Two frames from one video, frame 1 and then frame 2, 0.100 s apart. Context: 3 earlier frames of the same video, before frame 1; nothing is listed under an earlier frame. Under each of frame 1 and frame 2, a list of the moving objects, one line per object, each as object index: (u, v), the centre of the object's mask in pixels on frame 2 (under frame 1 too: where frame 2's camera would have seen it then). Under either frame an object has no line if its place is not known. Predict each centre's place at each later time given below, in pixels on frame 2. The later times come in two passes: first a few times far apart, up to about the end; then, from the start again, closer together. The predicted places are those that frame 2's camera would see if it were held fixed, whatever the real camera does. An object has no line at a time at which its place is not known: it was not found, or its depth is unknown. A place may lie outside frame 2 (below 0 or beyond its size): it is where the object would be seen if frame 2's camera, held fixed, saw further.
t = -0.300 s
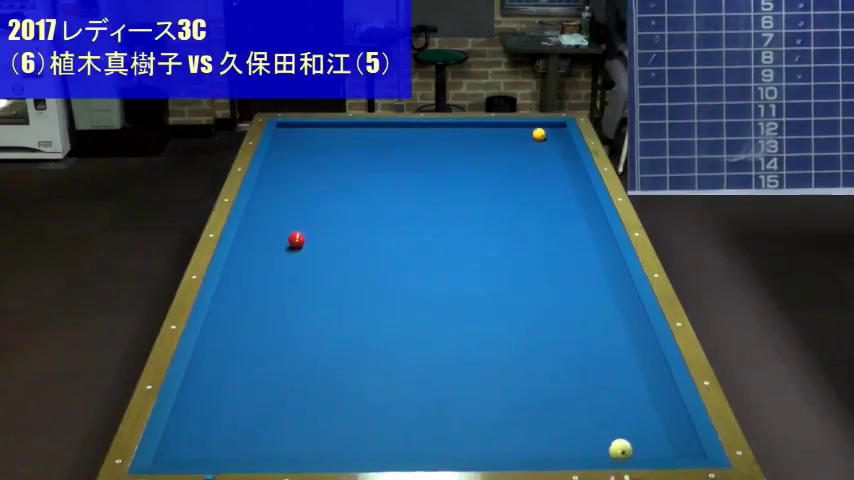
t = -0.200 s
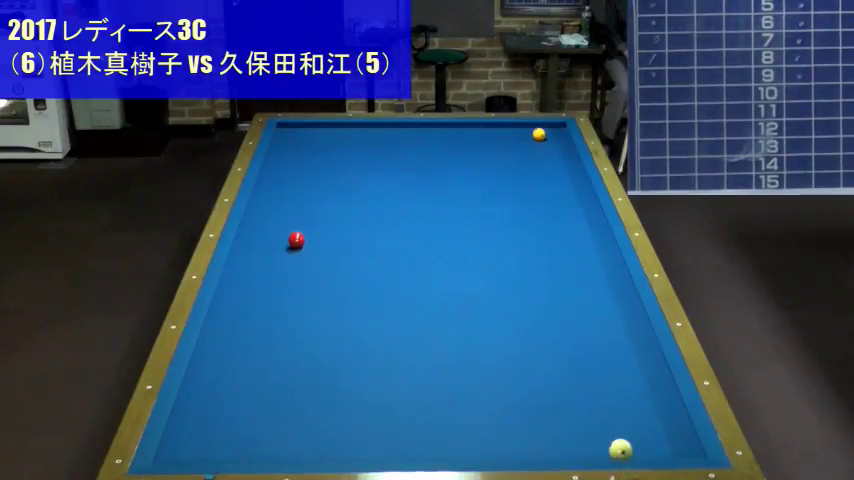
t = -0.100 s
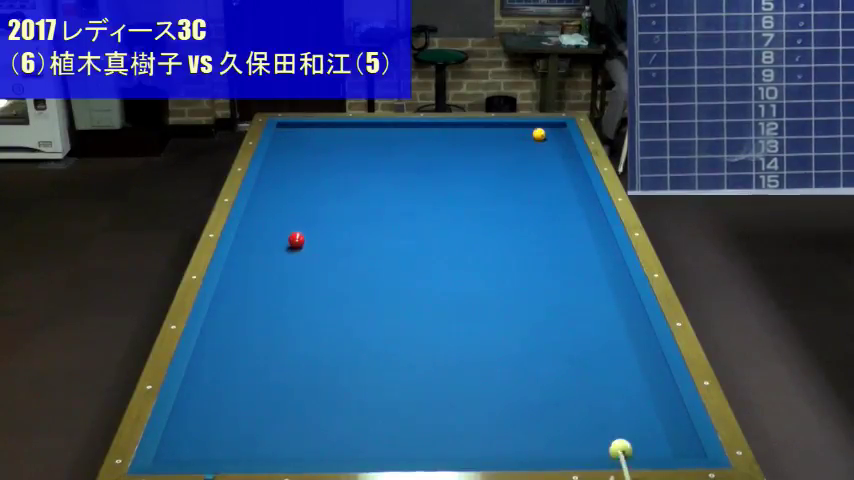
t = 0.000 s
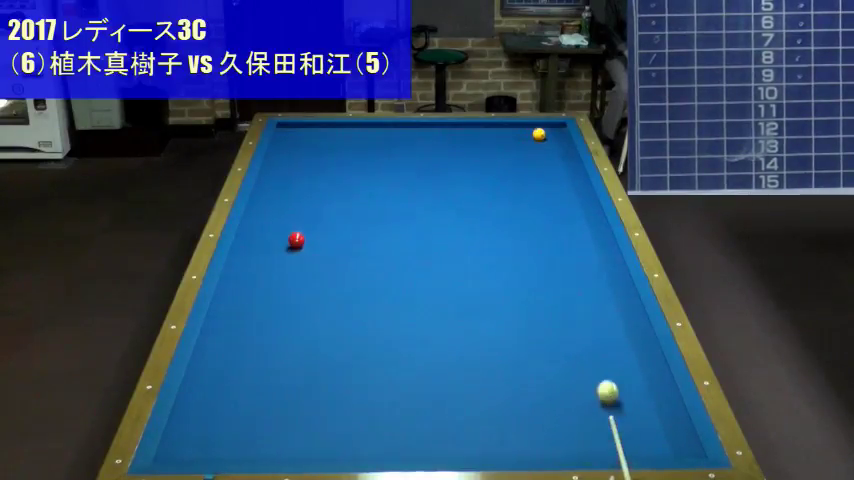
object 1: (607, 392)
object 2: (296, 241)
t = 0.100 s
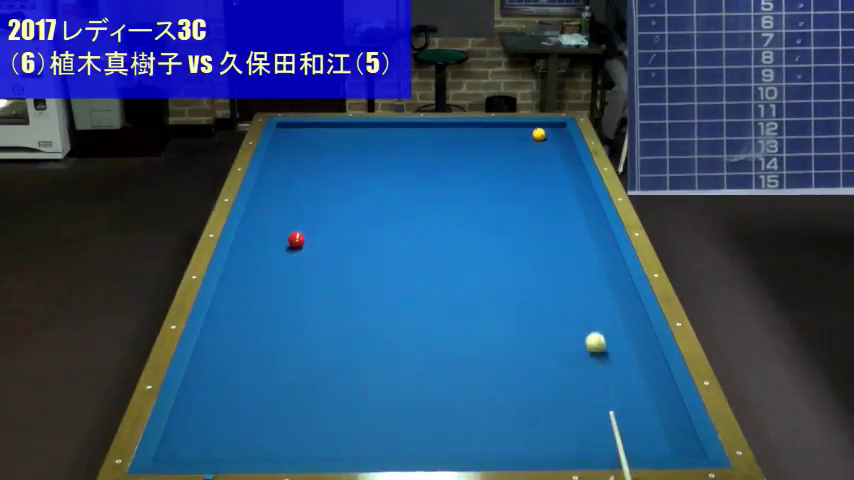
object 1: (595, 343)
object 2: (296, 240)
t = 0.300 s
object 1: (576, 264)
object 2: (296, 240)
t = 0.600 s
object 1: (556, 180)
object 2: (296, 240)
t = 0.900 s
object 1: (562, 134)
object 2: (296, 240)
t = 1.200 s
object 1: (522, 128)
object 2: (296, 240)
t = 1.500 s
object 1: (487, 138)
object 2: (296, 240)
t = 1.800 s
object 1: (451, 147)
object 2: (296, 240)
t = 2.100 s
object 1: (413, 158)
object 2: (296, 240)
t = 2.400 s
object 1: (375, 168)
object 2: (296, 240)
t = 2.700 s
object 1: (335, 179)
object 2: (296, 240)
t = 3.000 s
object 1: (294, 191)
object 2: (296, 240)
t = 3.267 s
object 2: (296, 240)
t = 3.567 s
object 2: (296, 240)
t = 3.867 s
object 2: (296, 241)
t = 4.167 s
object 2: (295, 241)
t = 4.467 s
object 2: (290, 244)
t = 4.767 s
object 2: (285, 246)
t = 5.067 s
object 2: (282, 249)
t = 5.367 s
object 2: (279, 250)
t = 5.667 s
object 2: (277, 252)
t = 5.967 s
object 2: (276, 253)
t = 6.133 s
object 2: (277, 252)
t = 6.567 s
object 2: (275, 253)
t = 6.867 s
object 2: (275, 253)
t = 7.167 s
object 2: (275, 253)
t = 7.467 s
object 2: (275, 253)
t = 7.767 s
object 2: (275, 253)
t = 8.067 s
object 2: (275, 253)
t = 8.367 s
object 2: (275, 254)
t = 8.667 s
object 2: (275, 254)
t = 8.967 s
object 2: (275, 254)
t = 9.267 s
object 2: (275, 254)
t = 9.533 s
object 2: (275, 253)
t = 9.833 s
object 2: (275, 253)
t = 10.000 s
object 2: (275, 254)
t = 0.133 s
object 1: (592, 328)
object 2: (296, 240)
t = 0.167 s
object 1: (588, 314)
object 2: (296, 240)
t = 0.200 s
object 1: (585, 300)
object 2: (296, 240)
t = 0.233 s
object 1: (582, 288)
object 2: (296, 240)
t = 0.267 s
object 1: (579, 276)
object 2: (296, 240)
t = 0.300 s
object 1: (576, 264)
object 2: (296, 240)
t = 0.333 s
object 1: (574, 253)
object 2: (296, 240)
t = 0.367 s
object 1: (571, 243)
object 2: (296, 240)
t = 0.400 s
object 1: (569, 233)
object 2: (296, 240)
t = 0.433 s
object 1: (566, 223)
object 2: (296, 240)
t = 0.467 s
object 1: (564, 214)
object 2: (296, 240)
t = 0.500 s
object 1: (562, 205)
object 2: (296, 240)
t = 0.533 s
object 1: (560, 196)
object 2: (296, 240)
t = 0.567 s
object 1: (558, 188)
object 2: (296, 240)
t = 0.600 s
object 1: (556, 180)
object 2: (296, 240)
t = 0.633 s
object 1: (553, 173)
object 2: (296, 240)
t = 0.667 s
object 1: (552, 165)
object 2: (296, 240)
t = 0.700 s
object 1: (550, 158)
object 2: (296, 240)
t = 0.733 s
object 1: (548, 151)
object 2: (296, 240)
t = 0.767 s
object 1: (547, 145)
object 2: (296, 240)
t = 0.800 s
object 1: (545, 138)
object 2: (296, 240)
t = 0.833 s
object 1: (551, 137)
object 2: (296, 240)
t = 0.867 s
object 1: (557, 136)
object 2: (296, 240)
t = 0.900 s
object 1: (562, 134)
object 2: (296, 240)
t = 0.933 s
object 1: (560, 133)
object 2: (296, 240)
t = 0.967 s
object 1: (554, 132)
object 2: (296, 240)
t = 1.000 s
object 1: (549, 130)
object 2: (296, 240)
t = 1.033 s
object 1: (544, 128)
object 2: (296, 240)
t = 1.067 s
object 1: (539, 127)
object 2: (296, 240)
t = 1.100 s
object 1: (534, 125)
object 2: (296, 240)
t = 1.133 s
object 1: (530, 124)
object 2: (296, 240)
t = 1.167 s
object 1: (526, 126)
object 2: (296, 240)
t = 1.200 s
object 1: (522, 128)
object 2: (296, 240)
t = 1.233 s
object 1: (518, 129)
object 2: (296, 240)
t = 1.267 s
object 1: (514, 130)
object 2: (296, 240)
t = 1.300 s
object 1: (510, 131)
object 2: (296, 240)
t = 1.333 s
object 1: (507, 132)
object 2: (296, 240)
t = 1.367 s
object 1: (503, 134)
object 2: (296, 240)
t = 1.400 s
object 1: (499, 135)
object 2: (296, 240)
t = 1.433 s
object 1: (495, 136)
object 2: (296, 240)
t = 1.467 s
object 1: (491, 137)
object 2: (296, 240)
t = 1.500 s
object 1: (487, 138)
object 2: (296, 240)
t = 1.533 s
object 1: (483, 139)
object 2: (296, 240)
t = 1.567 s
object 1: (479, 140)
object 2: (296, 240)
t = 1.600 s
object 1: (475, 141)
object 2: (296, 240)
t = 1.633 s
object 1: (471, 142)
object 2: (296, 240)
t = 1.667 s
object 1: (467, 143)
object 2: (296, 240)
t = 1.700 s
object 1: (463, 144)
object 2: (296, 240)
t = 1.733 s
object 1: (459, 145)
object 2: (296, 240)
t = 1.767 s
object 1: (455, 146)
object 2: (296, 240)
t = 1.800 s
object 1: (451, 147)
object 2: (296, 240)
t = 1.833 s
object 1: (447, 149)
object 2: (296, 240)
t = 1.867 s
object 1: (443, 150)
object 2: (296, 240)
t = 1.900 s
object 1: (439, 151)
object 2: (296, 240)
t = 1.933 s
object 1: (435, 152)
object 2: (296, 240)
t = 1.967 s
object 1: (430, 153)
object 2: (296, 240)
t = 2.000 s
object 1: (426, 154)
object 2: (296, 240)
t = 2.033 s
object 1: (422, 156)
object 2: (296, 240)
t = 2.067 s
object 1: (418, 157)
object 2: (296, 240)
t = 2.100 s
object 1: (413, 158)
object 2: (296, 240)
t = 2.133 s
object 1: (409, 159)
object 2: (296, 240)
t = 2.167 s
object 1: (405, 160)
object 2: (296, 240)
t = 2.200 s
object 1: (401, 161)
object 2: (296, 240)
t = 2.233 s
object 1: (396, 163)
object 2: (296, 240)
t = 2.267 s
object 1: (392, 164)
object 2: (296, 240)
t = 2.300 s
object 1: (388, 165)
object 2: (296, 240)
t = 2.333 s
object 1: (384, 166)
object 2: (296, 240)
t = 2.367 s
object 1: (380, 167)
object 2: (296, 240)
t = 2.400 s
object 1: (375, 168)
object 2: (296, 240)
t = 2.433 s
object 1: (371, 169)
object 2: (296, 240)
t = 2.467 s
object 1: (366, 171)
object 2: (296, 240)
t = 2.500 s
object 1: (362, 172)
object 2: (296, 240)
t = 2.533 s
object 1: (357, 173)
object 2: (296, 240)
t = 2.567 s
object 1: (353, 174)
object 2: (296, 240)
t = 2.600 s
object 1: (348, 175)
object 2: (296, 240)
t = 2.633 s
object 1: (344, 177)
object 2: (296, 240)
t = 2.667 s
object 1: (339, 178)
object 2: (296, 240)
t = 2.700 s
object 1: (335, 179)
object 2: (296, 240)
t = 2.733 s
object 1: (330, 180)
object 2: (296, 240)
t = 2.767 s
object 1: (326, 182)
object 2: (296, 240)
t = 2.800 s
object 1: (321, 183)
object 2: (296, 240)
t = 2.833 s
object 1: (317, 184)
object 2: (296, 240)
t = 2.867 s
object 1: (312, 186)
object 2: (296, 240)
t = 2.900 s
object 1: (308, 187)
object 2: (296, 240)
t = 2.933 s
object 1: (303, 188)
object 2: (296, 240)
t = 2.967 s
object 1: (299, 190)
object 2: (296, 240)
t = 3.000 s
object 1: (294, 191)
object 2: (296, 240)
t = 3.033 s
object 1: (289, 192)
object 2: (296, 240)
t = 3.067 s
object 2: (296, 240)
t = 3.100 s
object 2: (296, 240)
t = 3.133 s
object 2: (296, 240)
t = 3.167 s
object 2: (296, 240)
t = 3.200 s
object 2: (296, 240)
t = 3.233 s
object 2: (296, 240)
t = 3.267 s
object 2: (296, 240)
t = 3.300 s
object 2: (296, 240)
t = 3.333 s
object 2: (296, 240)
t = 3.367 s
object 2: (296, 240)
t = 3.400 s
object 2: (296, 240)
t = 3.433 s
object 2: (296, 240)
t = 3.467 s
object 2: (296, 240)
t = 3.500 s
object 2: (296, 240)
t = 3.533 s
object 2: (296, 240)
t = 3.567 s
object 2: (296, 240)
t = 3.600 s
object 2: (296, 240)
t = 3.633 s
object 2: (296, 240)
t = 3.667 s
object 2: (296, 240)
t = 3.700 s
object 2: (296, 240)
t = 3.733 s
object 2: (296, 241)
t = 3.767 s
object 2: (296, 240)
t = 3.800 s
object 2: (296, 241)
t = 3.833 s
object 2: (296, 241)
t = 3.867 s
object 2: (296, 241)
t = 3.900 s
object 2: (296, 241)
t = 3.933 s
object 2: (296, 240)
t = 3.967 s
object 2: (296, 241)
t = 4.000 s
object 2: (296, 241)
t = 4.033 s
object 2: (296, 241)
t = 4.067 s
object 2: (296, 241)
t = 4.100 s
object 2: (296, 241)
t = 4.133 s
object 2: (296, 241)
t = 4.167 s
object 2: (295, 241)
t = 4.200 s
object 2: (295, 241)
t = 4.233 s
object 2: (294, 241)
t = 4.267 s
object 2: (293, 242)
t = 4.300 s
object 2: (293, 242)
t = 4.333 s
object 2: (292, 242)
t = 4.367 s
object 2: (292, 243)
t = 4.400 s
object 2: (291, 243)
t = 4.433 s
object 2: (291, 244)
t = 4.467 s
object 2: (290, 244)
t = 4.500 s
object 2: (290, 243)
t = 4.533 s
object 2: (290, 243)
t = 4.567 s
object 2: (289, 244)
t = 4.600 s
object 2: (289, 244)
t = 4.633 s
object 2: (288, 245)
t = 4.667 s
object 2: (286, 246)
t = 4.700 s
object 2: (287, 246)
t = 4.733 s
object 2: (286, 246)
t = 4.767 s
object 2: (285, 246)
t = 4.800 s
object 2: (285, 247)
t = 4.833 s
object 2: (285, 247)
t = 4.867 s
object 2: (284, 247)
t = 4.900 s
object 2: (284, 248)
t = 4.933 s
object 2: (284, 248)
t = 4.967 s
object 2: (283, 248)
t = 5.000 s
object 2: (283, 248)
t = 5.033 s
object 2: (282, 248)
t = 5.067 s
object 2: (282, 249)
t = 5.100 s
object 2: (282, 249)
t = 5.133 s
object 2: (281, 248)
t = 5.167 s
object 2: (281, 249)
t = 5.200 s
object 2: (280, 249)
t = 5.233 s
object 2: (280, 250)
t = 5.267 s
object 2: (280, 250)
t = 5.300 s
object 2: (280, 250)
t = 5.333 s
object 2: (279, 250)
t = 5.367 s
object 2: (279, 250)
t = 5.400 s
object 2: (279, 251)
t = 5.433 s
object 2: (278, 251)
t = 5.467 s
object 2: (278, 251)
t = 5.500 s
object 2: (278, 251)
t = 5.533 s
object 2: (278, 251)
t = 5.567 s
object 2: (278, 251)
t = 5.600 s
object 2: (277, 251)
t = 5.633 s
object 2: (277, 251)
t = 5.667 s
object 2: (277, 252)
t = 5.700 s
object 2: (277, 252)
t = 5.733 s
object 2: (276, 252)
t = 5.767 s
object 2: (276, 252)
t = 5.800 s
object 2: (276, 252)
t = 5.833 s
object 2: (276, 252)
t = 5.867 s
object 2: (276, 252)
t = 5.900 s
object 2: (276, 253)
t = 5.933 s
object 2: (276, 252)
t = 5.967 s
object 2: (276, 253)
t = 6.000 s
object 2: (276, 253)
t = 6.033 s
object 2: (276, 253)
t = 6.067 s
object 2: (276, 253)
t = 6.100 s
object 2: (276, 253)
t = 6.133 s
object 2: (277, 252)
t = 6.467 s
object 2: (275, 253)
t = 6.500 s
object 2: (275, 253)
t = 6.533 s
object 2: (275, 253)
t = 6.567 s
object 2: (275, 253)
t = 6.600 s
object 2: (275, 253)
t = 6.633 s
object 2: (275, 253)
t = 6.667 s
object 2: (275, 253)
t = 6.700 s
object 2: (275, 253)
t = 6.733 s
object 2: (275, 253)
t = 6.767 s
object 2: (275, 253)
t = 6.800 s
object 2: (275, 253)
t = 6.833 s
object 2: (275, 253)
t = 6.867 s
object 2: (275, 253)
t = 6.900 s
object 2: (275, 253)
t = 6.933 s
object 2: (275, 253)
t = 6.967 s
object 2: (275, 253)
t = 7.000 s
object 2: (275, 253)
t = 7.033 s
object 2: (275, 253)
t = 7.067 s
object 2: (275, 253)
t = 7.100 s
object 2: (275, 253)
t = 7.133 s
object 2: (275, 253)
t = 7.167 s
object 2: (275, 253)
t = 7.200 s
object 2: (275, 253)
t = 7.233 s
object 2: (275, 253)
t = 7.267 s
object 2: (275, 253)
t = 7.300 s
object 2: (275, 253)
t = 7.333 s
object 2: (275, 253)
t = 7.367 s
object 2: (275, 253)
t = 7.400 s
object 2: (275, 253)
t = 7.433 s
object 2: (275, 253)
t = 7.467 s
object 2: (275, 253)
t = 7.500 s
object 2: (275, 253)
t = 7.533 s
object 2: (275, 253)
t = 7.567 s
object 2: (275, 253)
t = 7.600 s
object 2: (275, 253)
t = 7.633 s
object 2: (275, 253)
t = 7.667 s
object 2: (275, 253)
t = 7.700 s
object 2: (275, 253)
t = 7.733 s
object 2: (275, 253)
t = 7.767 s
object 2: (275, 253)
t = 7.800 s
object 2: (275, 253)
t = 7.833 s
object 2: (275, 253)
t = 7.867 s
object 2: (275, 254)
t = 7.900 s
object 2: (275, 254)
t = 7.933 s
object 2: (275, 253)
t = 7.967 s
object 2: (275, 254)
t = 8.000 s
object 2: (275, 254)
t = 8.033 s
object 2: (275, 254)
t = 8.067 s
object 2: (275, 253)
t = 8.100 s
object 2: (275, 254)
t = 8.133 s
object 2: (275, 253)
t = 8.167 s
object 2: (275, 254)
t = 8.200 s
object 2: (275, 254)
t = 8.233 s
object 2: (275, 254)
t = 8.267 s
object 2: (275, 254)
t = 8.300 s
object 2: (275, 254)
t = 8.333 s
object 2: (275, 254)
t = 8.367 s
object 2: (275, 254)
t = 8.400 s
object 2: (275, 254)
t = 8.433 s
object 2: (275, 254)
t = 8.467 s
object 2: (275, 254)
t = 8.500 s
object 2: (275, 254)
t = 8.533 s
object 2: (275, 254)
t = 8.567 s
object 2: (275, 254)
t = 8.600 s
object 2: (275, 254)
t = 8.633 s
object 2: (275, 254)
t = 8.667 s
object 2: (275, 254)
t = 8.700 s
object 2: (275, 254)
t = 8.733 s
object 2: (275, 254)
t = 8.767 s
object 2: (275, 254)
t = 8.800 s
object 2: (275, 254)
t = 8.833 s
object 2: (275, 254)
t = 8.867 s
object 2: (275, 254)
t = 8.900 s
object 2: (275, 254)
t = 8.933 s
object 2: (275, 254)
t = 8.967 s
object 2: (275, 254)
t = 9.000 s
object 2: (275, 254)
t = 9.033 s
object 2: (275, 254)
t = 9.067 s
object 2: (275, 254)
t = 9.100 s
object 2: (275, 254)
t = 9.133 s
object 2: (275, 254)
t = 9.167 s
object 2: (275, 254)
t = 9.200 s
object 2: (275, 253)
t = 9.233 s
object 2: (275, 253)
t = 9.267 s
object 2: (275, 254)
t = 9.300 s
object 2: (275, 253)
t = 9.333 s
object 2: (275, 253)
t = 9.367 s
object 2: (275, 253)
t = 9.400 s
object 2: (275, 253)
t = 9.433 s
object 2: (275, 253)
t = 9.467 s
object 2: (275, 253)
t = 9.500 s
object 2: (275, 253)
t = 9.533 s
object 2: (275, 253)
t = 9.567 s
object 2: (275, 253)
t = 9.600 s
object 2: (275, 254)
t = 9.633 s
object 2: (275, 253)
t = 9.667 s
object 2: (275, 253)
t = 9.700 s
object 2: (275, 254)
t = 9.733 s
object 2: (275, 254)
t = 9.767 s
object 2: (275, 254)
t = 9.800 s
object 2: (275, 254)
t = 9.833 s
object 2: (275, 253)
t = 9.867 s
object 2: (275, 254)
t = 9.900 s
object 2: (275, 254)
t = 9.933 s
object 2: (275, 254)
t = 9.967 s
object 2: (275, 254)
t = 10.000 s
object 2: (275, 254)
